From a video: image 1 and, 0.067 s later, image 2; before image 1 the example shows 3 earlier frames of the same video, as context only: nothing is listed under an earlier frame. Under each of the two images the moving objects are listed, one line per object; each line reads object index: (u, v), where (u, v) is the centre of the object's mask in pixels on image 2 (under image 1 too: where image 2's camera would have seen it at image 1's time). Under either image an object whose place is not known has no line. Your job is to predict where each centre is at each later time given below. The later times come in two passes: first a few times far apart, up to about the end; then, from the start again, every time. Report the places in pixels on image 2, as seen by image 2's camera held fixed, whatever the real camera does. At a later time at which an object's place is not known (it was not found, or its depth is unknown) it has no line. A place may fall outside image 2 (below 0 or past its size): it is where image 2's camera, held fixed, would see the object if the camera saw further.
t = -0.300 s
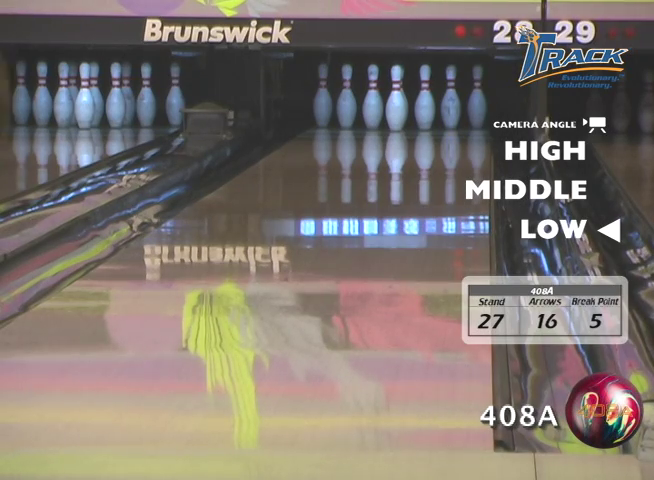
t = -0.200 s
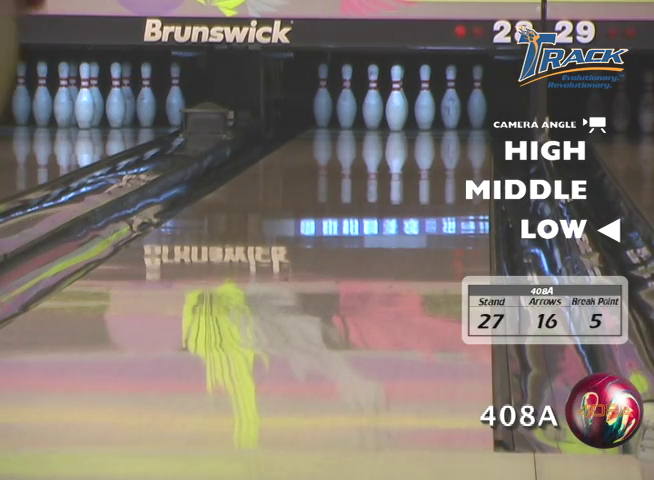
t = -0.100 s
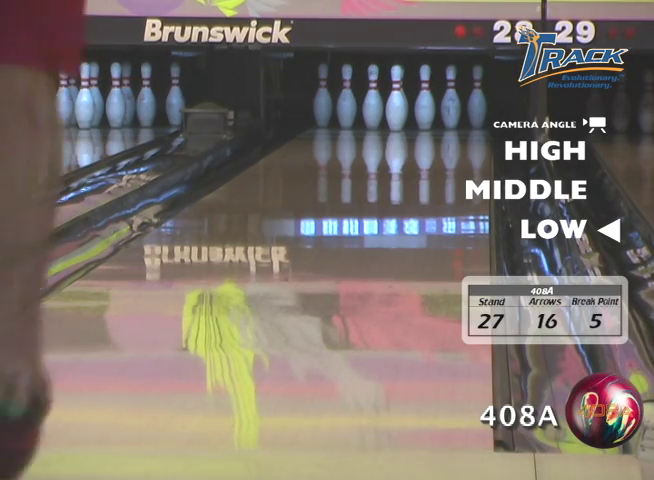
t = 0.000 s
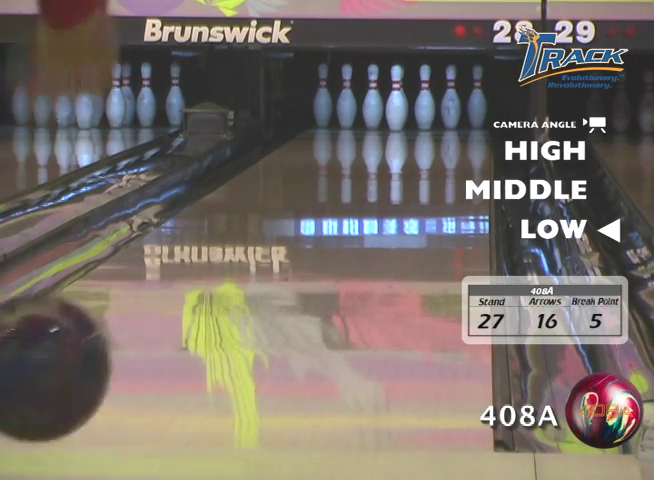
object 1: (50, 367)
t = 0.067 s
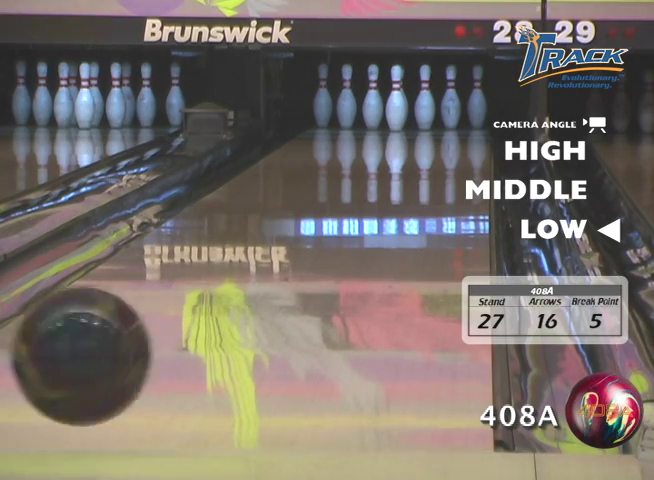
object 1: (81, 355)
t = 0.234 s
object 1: (171, 332)
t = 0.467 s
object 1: (258, 279)
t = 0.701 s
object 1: (319, 242)
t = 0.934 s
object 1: (362, 215)
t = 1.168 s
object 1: (395, 192)
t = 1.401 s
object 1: (419, 174)
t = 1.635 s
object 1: (436, 161)
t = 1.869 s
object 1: (448, 149)
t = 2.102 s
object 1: (453, 140)
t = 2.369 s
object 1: (450, 130)
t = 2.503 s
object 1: (442, 126)
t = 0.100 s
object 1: (102, 361)
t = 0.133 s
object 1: (121, 361)
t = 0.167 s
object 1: (139, 351)
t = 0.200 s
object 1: (156, 341)
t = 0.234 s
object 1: (171, 332)
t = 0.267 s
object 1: (186, 323)
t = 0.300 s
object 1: (200, 314)
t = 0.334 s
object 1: (213, 306)
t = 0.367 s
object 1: (226, 298)
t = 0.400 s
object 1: (237, 292)
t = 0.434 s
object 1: (248, 285)
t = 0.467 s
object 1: (258, 279)
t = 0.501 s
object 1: (268, 273)
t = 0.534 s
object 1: (278, 267)
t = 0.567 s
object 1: (287, 261)
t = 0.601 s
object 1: (295, 257)
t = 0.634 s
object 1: (303, 251)
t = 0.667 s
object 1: (311, 246)
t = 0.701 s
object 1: (319, 242)
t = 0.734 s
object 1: (325, 238)
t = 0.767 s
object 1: (332, 234)
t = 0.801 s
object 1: (339, 230)
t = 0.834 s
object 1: (345, 225)
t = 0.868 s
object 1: (351, 222)
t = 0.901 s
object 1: (357, 219)
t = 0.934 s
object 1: (362, 215)
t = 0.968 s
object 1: (367, 211)
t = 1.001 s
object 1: (372, 208)
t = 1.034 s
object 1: (377, 205)
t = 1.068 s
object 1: (382, 201)
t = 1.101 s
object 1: (386, 198)
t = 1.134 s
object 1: (391, 195)
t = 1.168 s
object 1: (395, 192)
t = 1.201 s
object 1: (398, 189)
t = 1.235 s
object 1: (402, 187)
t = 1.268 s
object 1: (406, 184)
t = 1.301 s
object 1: (409, 182)
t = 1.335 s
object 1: (413, 179)
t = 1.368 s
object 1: (416, 177)
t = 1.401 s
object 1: (419, 174)
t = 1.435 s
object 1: (422, 172)
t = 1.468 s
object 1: (425, 171)
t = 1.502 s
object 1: (427, 169)
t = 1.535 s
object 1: (431, 167)
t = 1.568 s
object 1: (433, 165)
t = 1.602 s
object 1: (434, 163)
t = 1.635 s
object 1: (436, 161)
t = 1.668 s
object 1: (438, 159)
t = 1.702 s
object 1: (439, 157)
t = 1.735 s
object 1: (442, 155)
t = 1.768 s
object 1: (443, 154)
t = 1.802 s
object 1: (445, 152)
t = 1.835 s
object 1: (447, 150)
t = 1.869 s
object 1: (448, 149)
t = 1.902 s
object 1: (449, 147)
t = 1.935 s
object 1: (450, 146)
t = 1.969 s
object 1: (451, 144)
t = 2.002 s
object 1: (452, 143)
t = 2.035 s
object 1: (453, 142)
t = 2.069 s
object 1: (453, 140)
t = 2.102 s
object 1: (453, 140)
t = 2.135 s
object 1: (454, 138)
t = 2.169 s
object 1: (454, 137)
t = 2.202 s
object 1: (454, 135)
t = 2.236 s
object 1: (453, 134)
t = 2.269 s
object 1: (453, 133)
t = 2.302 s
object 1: (452, 132)
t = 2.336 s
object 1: (451, 131)
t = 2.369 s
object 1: (450, 130)
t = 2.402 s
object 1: (448, 128)
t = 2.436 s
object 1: (446, 127)
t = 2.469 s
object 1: (445, 127)
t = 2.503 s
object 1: (442, 126)
